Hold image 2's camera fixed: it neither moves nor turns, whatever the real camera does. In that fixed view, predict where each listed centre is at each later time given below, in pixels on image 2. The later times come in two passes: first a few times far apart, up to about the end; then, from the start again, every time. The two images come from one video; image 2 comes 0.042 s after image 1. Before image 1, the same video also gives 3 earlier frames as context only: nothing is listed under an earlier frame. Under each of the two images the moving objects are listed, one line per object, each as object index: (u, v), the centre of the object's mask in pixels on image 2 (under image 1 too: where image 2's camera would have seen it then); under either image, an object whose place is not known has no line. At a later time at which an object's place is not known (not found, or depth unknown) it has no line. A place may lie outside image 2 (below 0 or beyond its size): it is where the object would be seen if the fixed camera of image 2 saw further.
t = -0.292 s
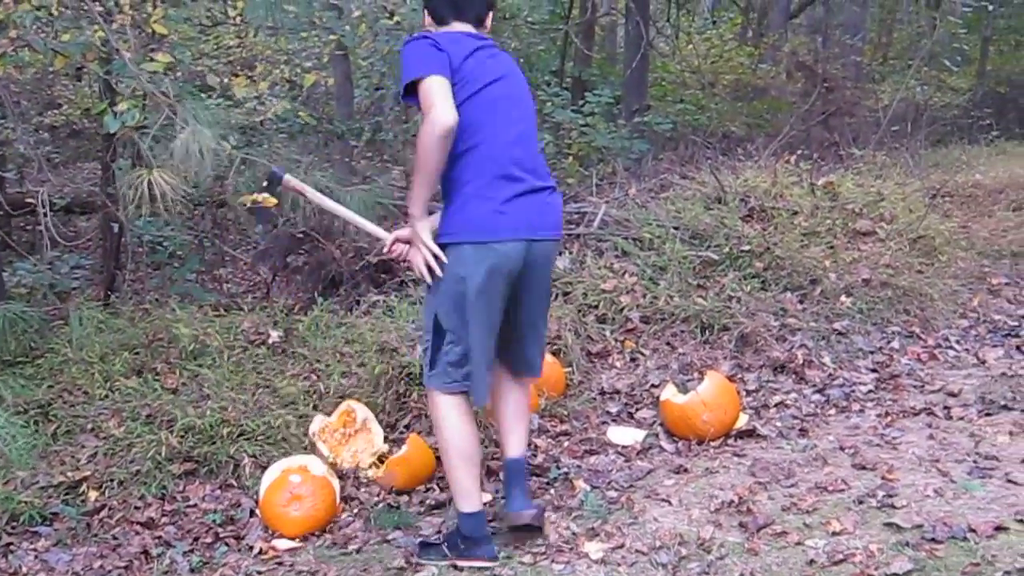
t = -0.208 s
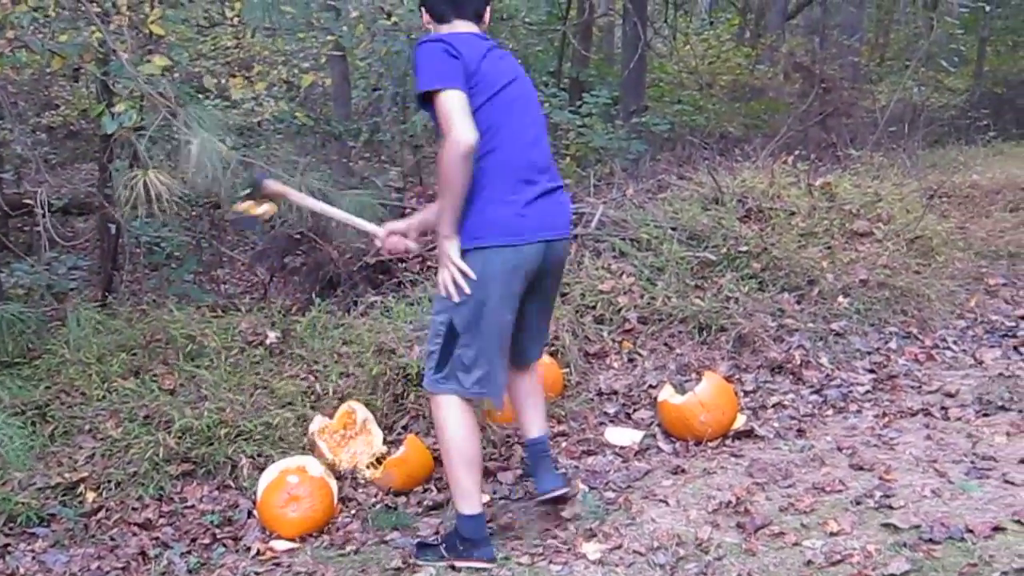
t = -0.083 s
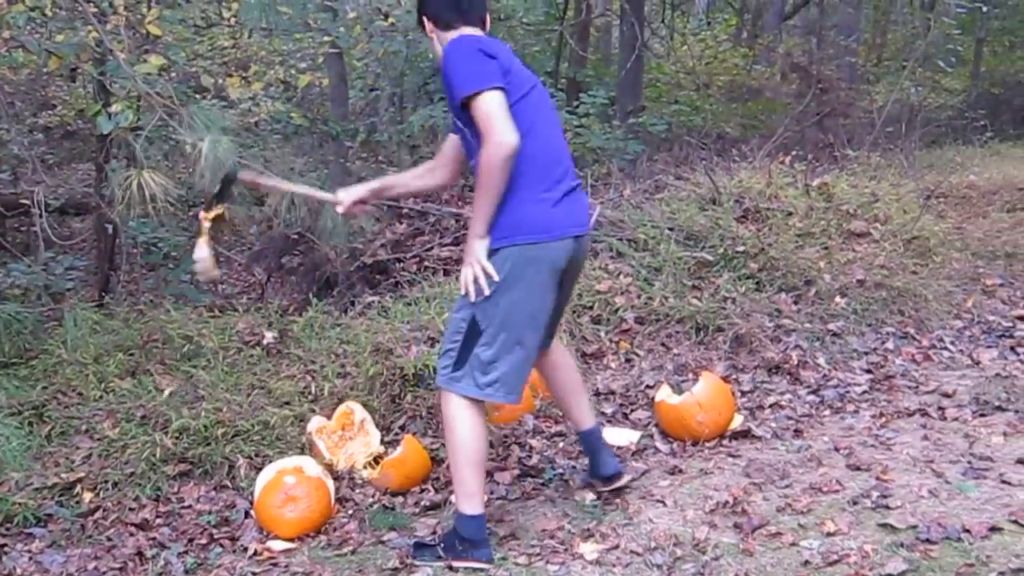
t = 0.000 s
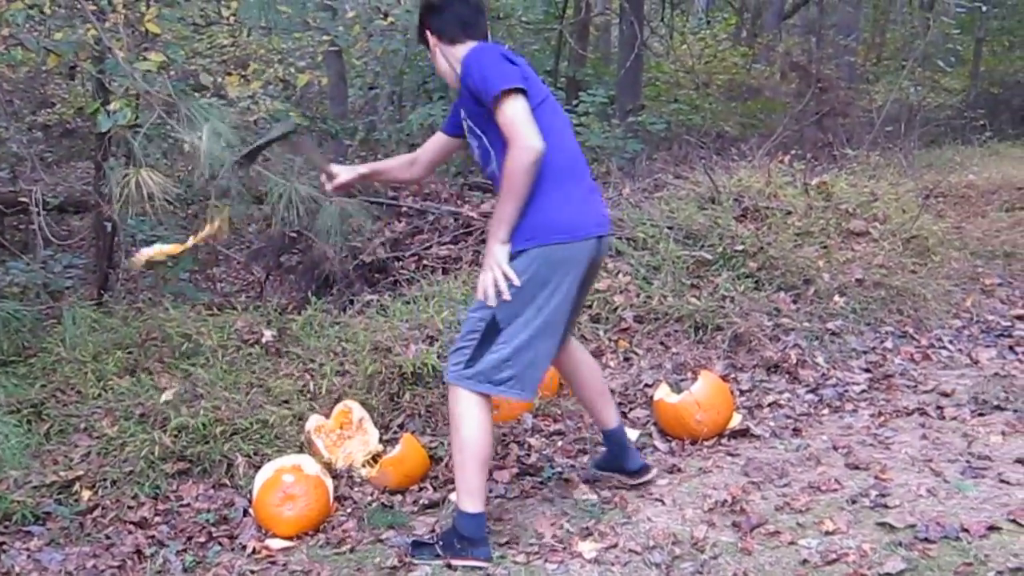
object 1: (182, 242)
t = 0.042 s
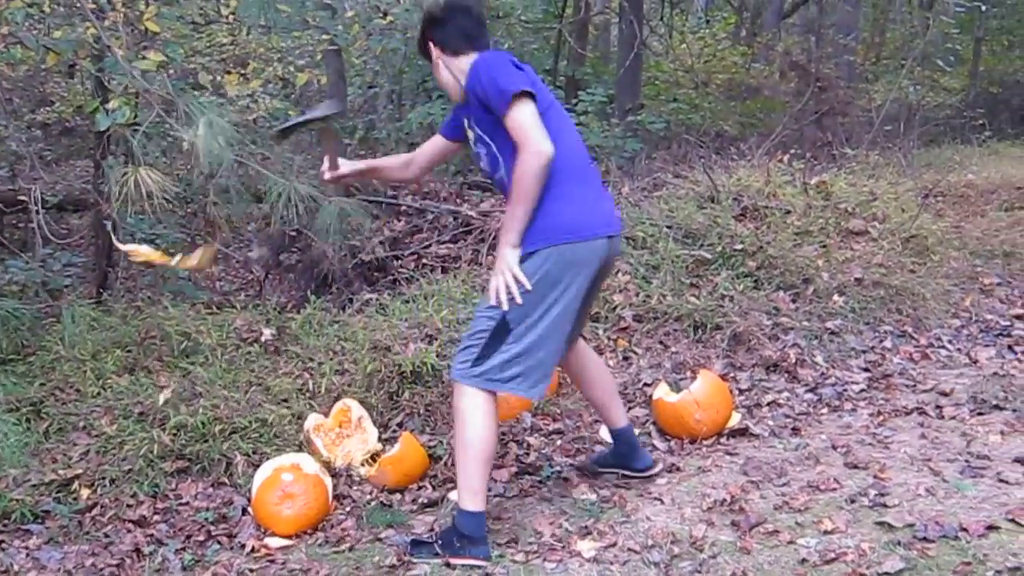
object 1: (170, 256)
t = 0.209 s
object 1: (89, 373)
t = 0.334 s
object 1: (56, 533)
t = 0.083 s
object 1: (152, 281)
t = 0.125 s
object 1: (128, 308)
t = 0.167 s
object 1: (108, 335)
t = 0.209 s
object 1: (89, 373)
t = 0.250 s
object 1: (75, 416)
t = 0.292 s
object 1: (62, 470)
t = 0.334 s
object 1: (56, 533)
